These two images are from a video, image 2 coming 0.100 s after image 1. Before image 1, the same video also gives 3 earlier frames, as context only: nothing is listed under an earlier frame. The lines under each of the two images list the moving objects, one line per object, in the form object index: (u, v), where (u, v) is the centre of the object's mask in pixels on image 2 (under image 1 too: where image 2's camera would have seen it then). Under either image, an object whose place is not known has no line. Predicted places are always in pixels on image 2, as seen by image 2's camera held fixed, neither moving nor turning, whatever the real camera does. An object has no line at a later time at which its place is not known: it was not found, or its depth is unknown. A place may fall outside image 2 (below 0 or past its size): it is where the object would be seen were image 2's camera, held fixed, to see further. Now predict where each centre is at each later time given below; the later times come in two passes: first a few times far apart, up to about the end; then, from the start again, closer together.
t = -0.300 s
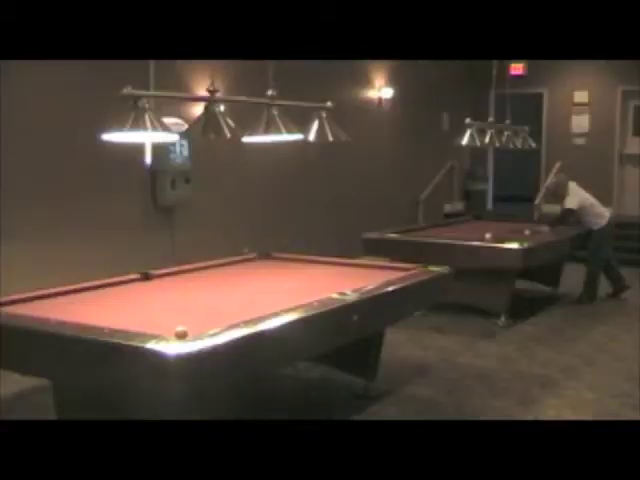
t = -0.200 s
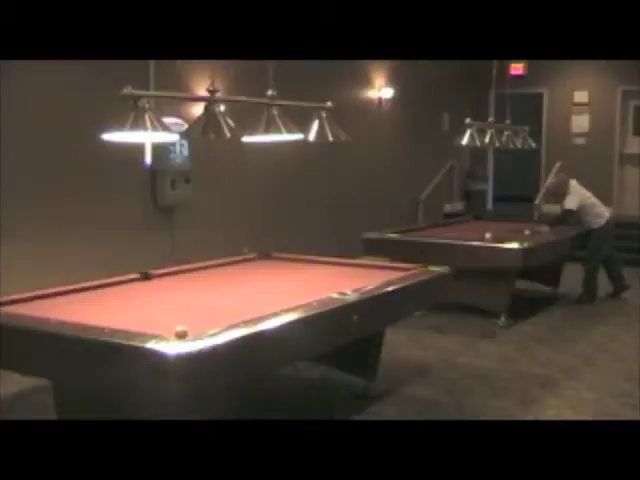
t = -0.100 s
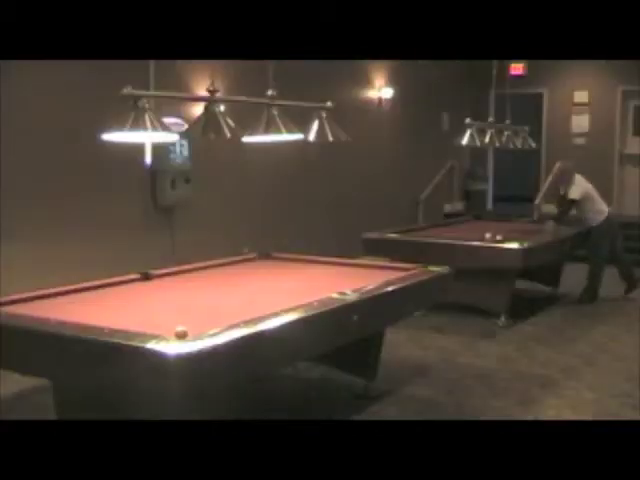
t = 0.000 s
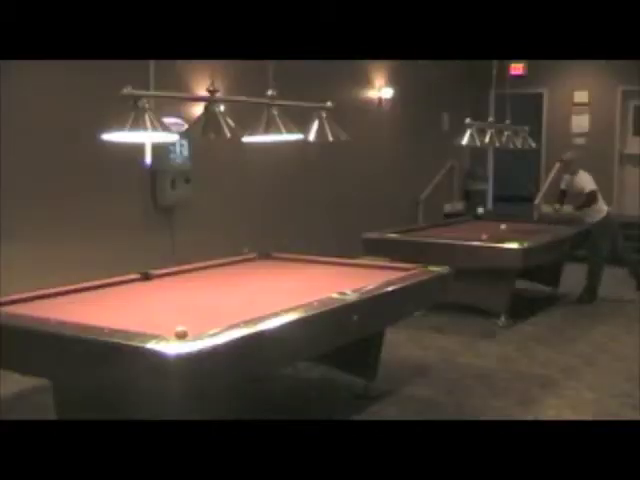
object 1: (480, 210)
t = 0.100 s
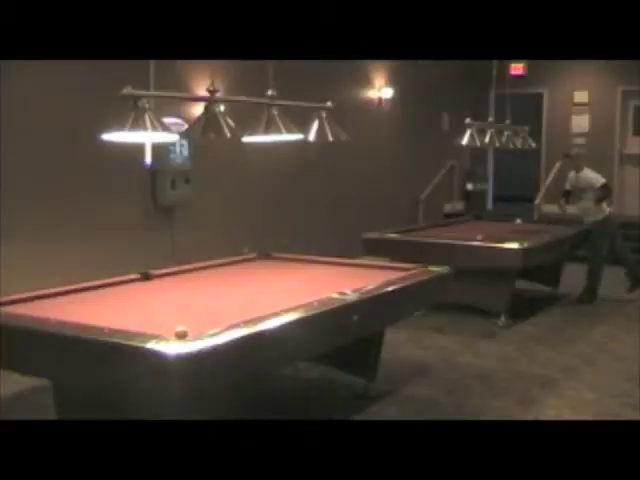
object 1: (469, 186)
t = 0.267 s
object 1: (448, 170)
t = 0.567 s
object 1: (398, 241)
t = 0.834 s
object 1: (349, 241)
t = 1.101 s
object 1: (286, 297)
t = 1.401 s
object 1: (209, 321)
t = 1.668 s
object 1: (183, 327)
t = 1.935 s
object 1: (167, 327)
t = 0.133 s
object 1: (465, 181)
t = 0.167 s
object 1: (461, 176)
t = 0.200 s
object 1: (457, 173)
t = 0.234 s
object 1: (453, 171)
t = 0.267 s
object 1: (448, 170)
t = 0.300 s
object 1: (443, 172)
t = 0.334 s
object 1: (438, 174)
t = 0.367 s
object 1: (433, 179)
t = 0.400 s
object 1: (427, 184)
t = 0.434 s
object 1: (422, 193)
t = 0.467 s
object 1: (416, 201)
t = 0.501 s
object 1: (410, 212)
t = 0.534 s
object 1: (404, 225)
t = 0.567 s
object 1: (398, 241)
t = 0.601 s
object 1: (391, 258)
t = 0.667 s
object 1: (379, 261)
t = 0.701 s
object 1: (374, 254)
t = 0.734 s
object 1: (368, 249)
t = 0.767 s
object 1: (362, 244)
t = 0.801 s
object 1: (355, 242)
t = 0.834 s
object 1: (349, 241)
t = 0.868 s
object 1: (342, 241)
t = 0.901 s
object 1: (335, 245)
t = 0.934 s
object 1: (327, 250)
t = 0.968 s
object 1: (319, 257)
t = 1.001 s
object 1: (311, 266)
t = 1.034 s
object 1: (303, 278)
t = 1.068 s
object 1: (294, 293)
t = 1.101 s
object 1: (286, 297)
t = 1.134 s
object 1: (279, 294)
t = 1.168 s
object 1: (270, 292)
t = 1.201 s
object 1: (262, 292)
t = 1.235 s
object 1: (254, 294)
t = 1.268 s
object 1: (245, 299)
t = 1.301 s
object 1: (237, 306)
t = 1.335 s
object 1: (227, 316)
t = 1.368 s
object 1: (218, 320)
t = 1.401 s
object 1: (209, 321)
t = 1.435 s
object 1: (200, 323)
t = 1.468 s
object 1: (192, 326)
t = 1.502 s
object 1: (192, 328)
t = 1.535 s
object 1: (189, 328)
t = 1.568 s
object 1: (188, 325)
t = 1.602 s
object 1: (187, 326)
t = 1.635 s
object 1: (185, 326)
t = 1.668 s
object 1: (183, 327)
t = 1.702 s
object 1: (182, 329)
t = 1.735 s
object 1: (180, 329)
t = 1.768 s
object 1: (178, 328)
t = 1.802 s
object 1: (176, 328)
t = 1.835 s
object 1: (174, 328)
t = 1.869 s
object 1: (171, 328)
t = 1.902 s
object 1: (169, 327)
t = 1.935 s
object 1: (167, 327)
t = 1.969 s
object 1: (163, 327)
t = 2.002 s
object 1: (161, 326)
